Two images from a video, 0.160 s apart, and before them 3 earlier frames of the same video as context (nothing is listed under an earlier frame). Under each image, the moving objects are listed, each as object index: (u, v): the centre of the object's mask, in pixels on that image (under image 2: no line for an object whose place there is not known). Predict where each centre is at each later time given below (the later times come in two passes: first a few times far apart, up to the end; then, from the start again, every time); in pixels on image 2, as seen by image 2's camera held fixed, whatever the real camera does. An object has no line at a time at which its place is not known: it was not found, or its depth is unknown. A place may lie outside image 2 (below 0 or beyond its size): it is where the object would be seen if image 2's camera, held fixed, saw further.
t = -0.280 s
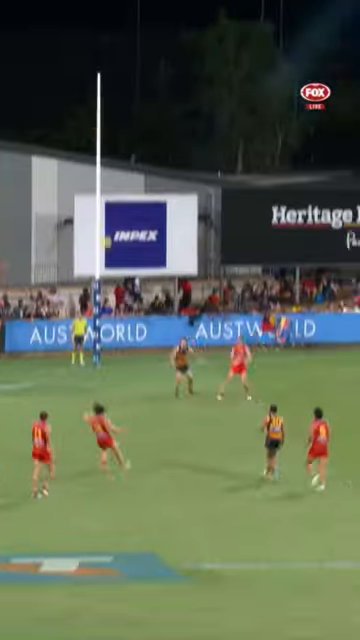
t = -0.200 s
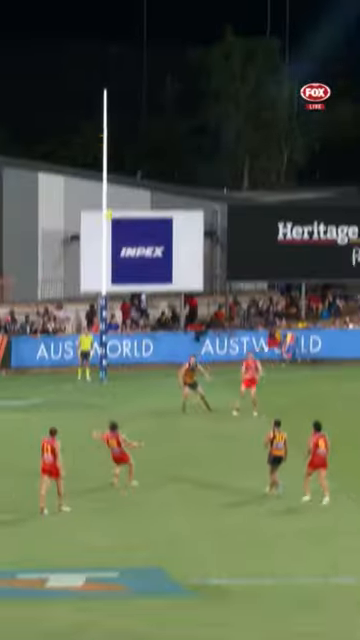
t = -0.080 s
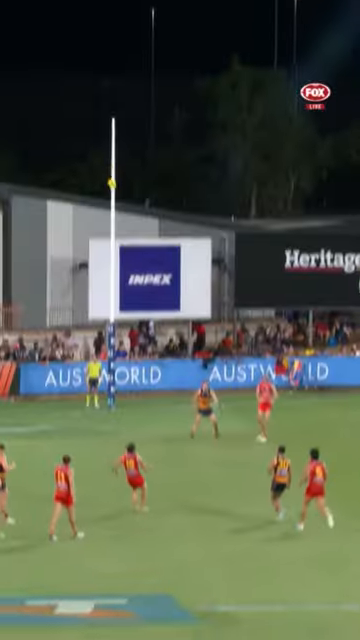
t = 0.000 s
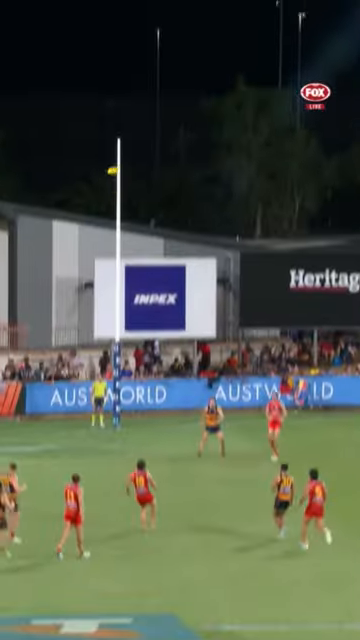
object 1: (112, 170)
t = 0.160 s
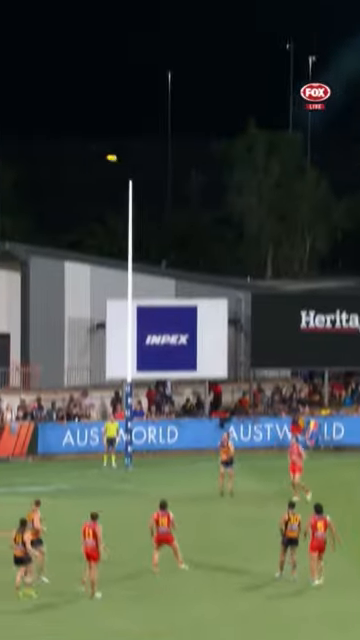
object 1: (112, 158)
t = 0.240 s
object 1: (104, 136)
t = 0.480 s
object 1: (81, 87)
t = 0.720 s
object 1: (55, 59)
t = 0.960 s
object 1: (33, 51)
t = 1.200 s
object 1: (6, 58)
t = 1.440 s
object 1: (-24, 73)
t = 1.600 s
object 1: (-52, 96)
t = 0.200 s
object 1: (108, 146)
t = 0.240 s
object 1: (104, 136)
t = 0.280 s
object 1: (101, 127)
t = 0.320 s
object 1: (97, 117)
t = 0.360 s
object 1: (93, 109)
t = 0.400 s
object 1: (90, 101)
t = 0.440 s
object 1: (85, 94)
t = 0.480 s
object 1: (81, 87)
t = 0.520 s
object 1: (77, 81)
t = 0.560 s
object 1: (72, 76)
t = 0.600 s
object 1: (68, 70)
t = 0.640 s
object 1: (64, 67)
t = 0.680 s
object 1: (59, 63)
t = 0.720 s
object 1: (55, 59)
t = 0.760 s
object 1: (50, 57)
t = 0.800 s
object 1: (45, 57)
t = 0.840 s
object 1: (41, 53)
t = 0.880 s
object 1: (39, 53)
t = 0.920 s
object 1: (35, 51)
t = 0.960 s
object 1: (33, 51)
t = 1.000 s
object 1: (26, 50)
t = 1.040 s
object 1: (22, 52)
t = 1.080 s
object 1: (20, 52)
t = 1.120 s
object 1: (18, 54)
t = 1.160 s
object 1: (9, 55)
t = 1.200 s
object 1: (6, 58)
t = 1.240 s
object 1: (-9, 61)
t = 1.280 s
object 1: (-4, 62)
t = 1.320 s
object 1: (-9, 65)
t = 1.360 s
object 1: (-15, 67)
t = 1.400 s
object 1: (-20, 70)
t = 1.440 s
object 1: (-24, 73)
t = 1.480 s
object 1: (-30, 75)
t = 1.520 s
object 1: (-36, 80)
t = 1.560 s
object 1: (-41, 82)
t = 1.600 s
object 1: (-52, 96)
